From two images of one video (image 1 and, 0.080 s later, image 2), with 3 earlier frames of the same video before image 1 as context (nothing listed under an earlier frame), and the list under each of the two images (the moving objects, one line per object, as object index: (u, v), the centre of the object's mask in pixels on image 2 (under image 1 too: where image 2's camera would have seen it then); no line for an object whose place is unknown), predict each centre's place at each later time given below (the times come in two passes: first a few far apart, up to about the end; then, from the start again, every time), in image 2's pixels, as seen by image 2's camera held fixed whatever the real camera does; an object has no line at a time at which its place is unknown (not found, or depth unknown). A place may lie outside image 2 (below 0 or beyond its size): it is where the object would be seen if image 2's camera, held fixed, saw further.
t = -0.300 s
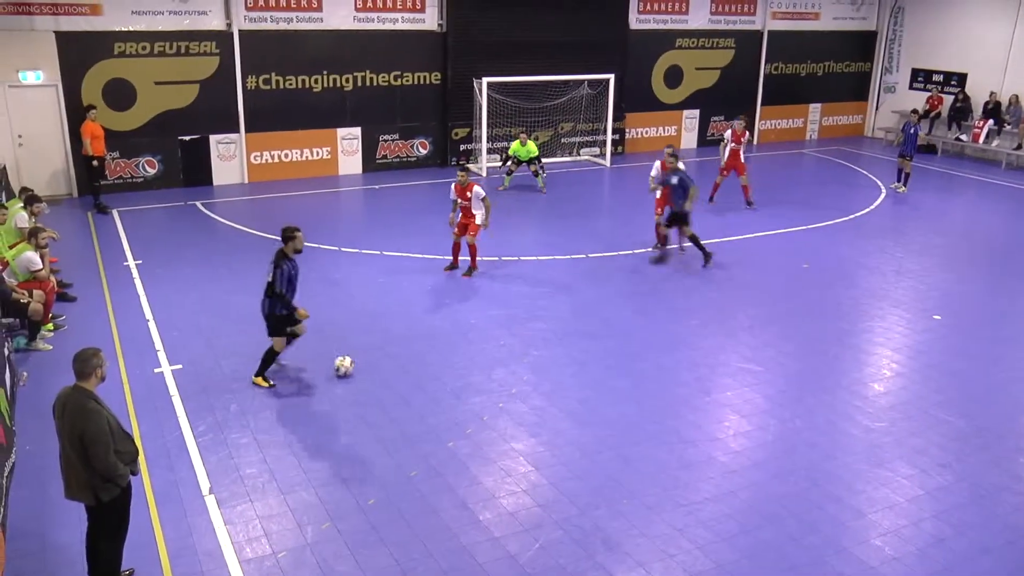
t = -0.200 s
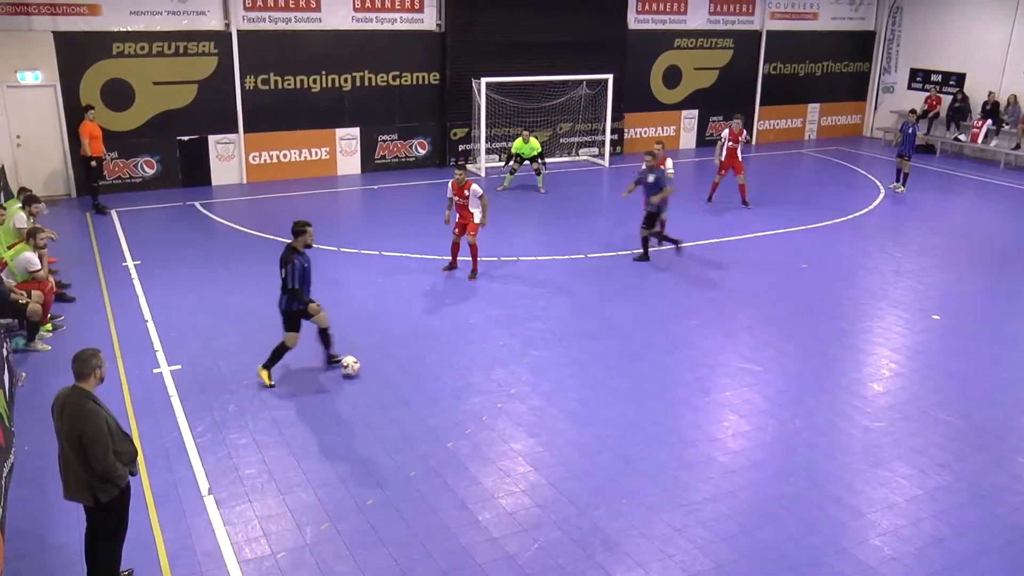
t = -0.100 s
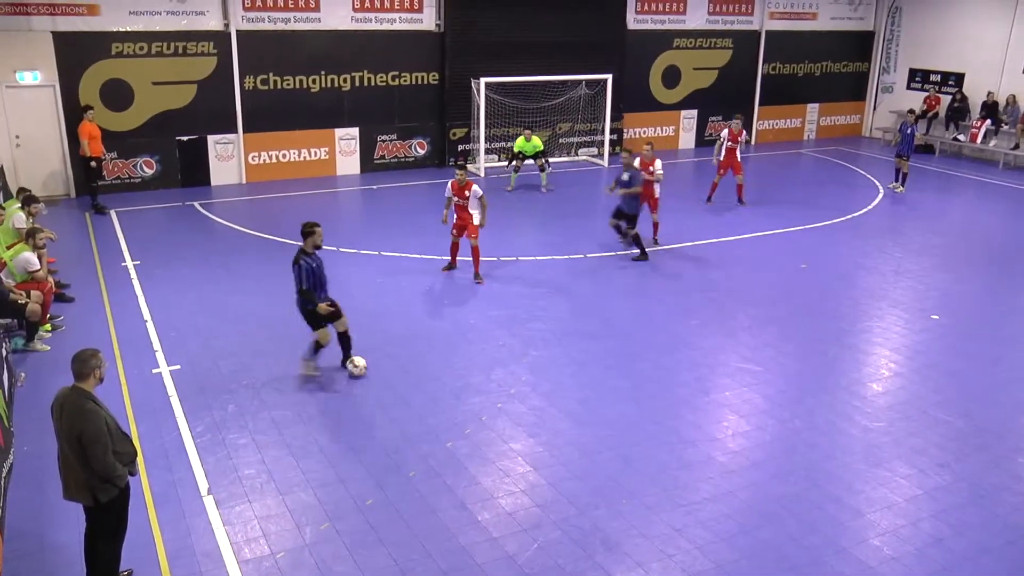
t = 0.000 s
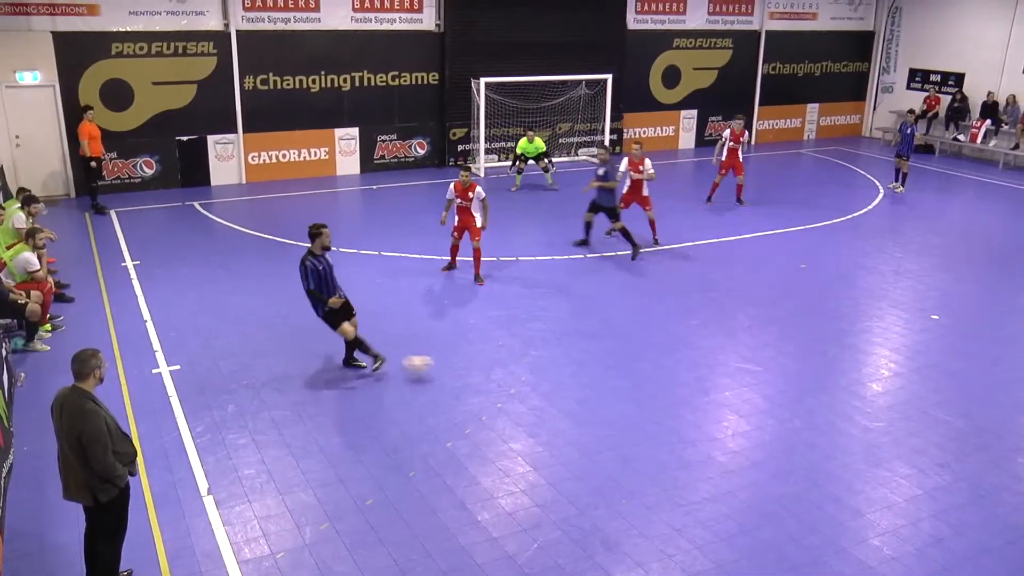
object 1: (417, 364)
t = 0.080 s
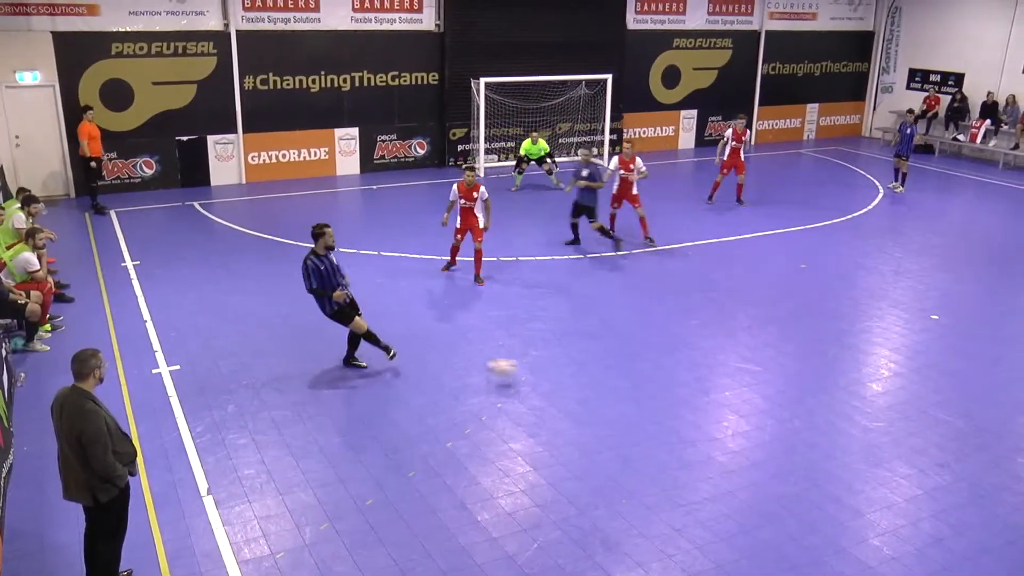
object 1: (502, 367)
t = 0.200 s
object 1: (630, 379)
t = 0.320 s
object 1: (743, 381)
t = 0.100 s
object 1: (525, 369)
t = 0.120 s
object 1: (547, 370)
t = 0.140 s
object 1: (569, 372)
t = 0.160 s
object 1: (590, 376)
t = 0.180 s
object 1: (611, 379)
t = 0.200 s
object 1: (630, 379)
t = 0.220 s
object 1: (648, 379)
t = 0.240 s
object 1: (667, 379)
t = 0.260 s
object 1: (686, 379)
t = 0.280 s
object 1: (705, 380)
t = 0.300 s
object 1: (724, 380)
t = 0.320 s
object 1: (743, 381)
